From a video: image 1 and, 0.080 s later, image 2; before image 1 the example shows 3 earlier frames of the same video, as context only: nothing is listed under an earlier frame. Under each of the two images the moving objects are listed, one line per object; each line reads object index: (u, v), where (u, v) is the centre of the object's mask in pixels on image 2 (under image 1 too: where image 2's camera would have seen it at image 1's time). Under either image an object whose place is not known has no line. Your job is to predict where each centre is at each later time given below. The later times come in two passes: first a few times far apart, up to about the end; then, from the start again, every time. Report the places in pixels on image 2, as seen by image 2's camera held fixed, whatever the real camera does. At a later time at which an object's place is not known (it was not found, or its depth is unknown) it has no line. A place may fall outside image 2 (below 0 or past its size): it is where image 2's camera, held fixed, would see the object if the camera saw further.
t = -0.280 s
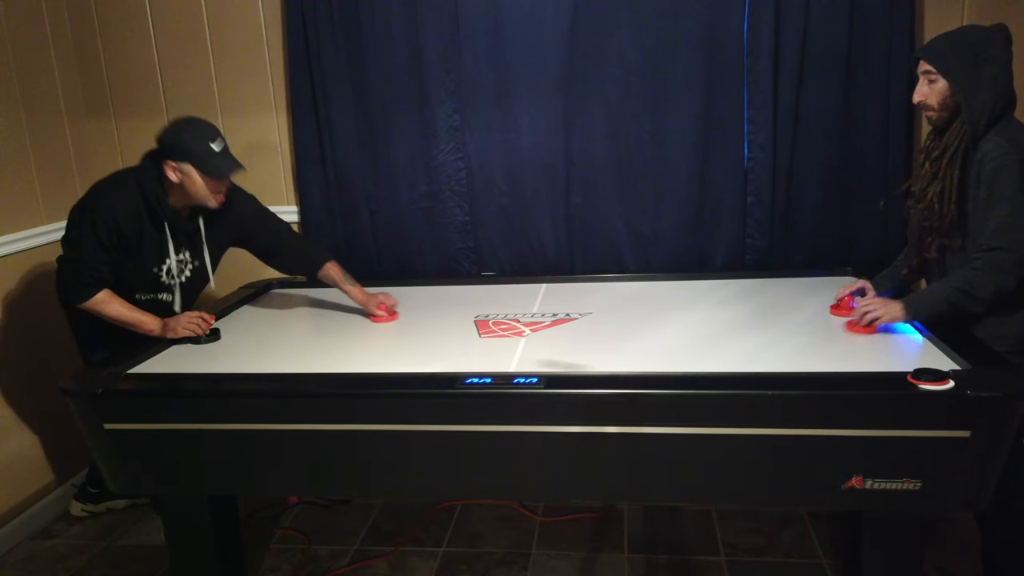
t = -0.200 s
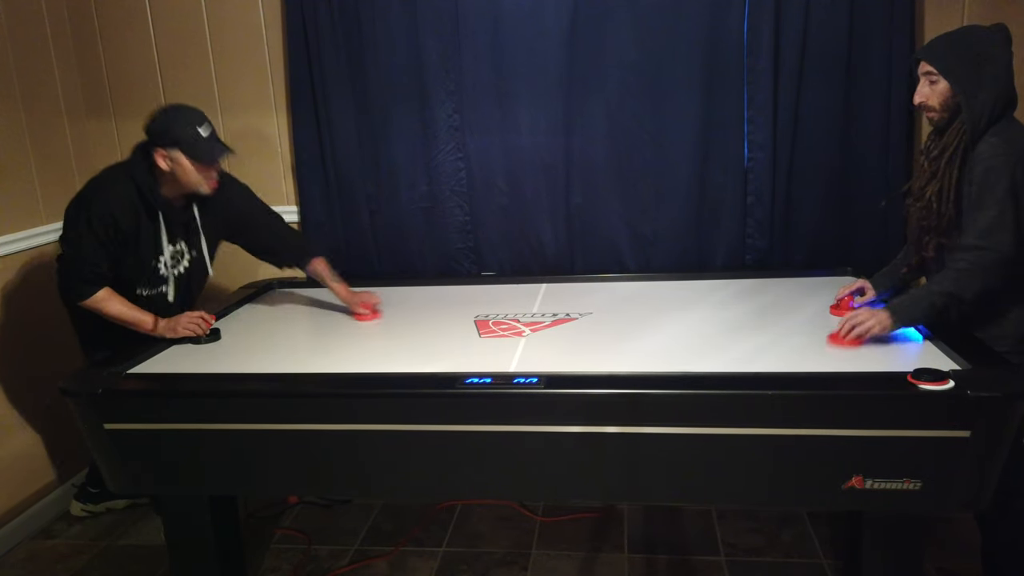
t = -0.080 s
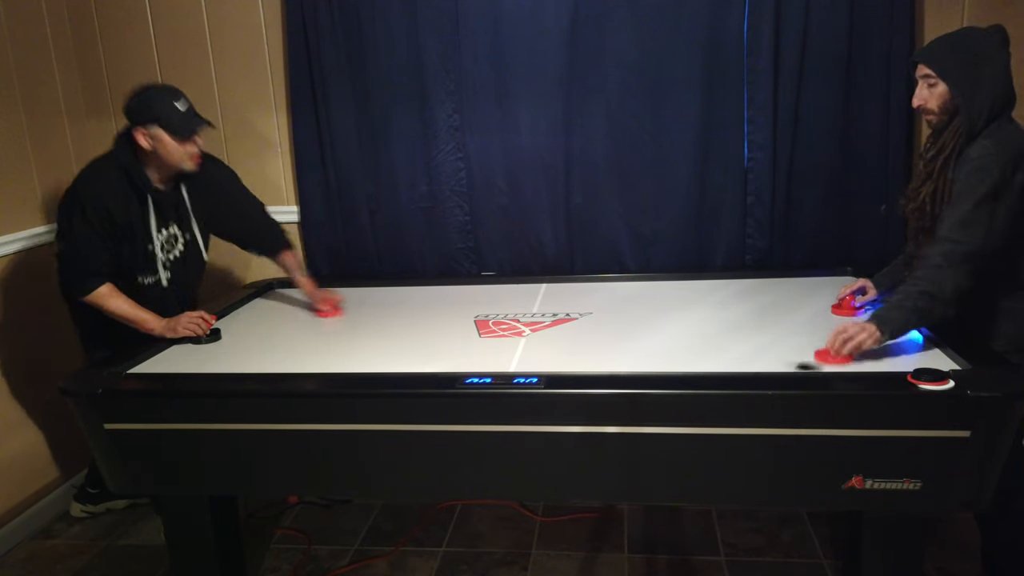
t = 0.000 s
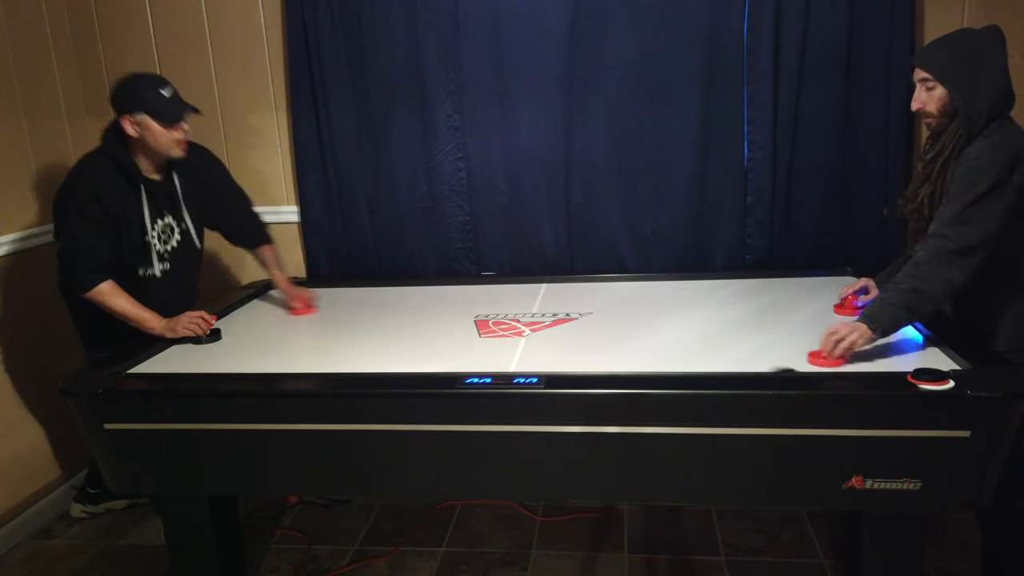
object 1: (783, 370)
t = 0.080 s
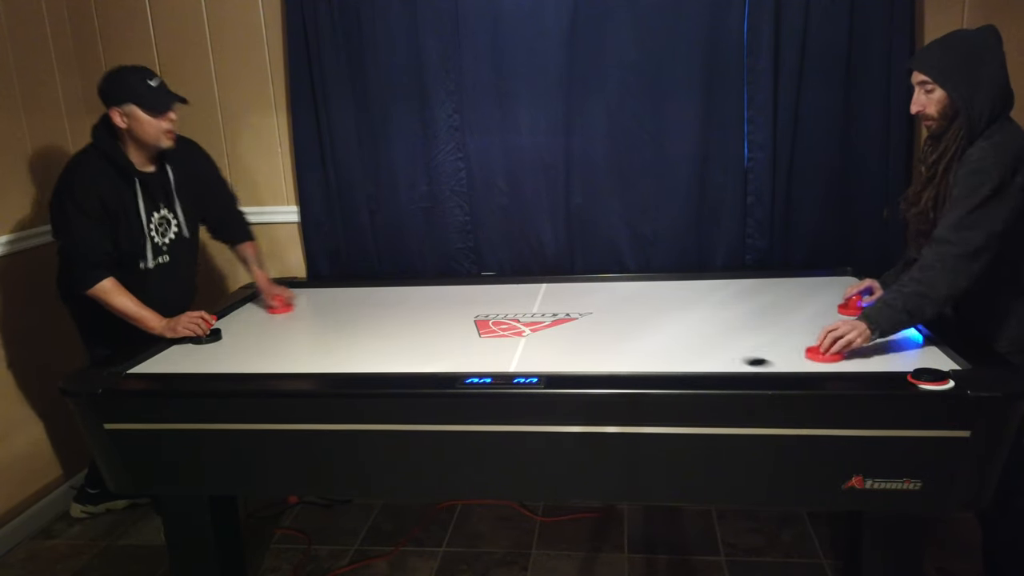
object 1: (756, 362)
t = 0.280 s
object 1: (694, 339)
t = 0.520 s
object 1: (631, 318)
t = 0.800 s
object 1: (571, 297)
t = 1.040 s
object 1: (528, 287)
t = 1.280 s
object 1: (473, 299)
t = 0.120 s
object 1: (743, 357)
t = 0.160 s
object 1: (730, 352)
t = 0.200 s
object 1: (718, 348)
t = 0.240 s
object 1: (705, 344)
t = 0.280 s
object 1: (694, 339)
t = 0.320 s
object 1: (683, 336)
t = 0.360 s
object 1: (671, 332)
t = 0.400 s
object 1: (661, 328)
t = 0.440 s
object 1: (650, 324)
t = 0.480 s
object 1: (640, 321)
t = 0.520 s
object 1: (631, 318)
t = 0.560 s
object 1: (621, 314)
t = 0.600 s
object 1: (612, 311)
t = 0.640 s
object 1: (604, 308)
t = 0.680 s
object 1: (595, 306)
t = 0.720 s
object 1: (587, 303)
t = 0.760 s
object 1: (579, 300)
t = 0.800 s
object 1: (571, 297)
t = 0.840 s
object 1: (564, 295)
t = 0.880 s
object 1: (556, 292)
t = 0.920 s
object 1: (550, 290)
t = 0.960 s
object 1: (543, 288)
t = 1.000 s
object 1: (535, 286)
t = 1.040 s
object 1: (528, 287)
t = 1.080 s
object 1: (519, 289)
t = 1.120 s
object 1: (510, 291)
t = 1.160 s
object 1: (501, 293)
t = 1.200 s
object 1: (492, 295)
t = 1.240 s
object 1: (483, 297)
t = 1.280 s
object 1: (473, 299)
